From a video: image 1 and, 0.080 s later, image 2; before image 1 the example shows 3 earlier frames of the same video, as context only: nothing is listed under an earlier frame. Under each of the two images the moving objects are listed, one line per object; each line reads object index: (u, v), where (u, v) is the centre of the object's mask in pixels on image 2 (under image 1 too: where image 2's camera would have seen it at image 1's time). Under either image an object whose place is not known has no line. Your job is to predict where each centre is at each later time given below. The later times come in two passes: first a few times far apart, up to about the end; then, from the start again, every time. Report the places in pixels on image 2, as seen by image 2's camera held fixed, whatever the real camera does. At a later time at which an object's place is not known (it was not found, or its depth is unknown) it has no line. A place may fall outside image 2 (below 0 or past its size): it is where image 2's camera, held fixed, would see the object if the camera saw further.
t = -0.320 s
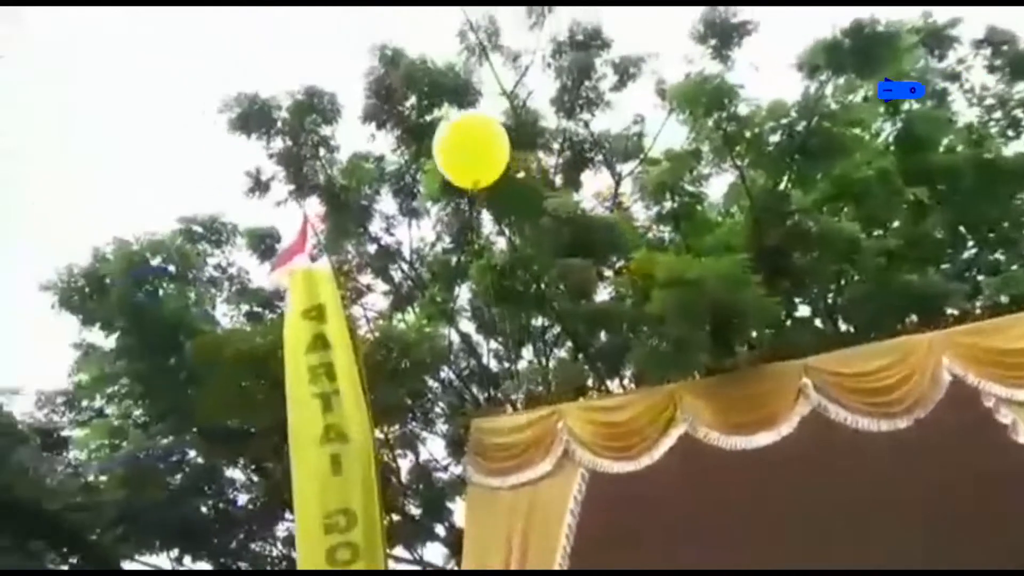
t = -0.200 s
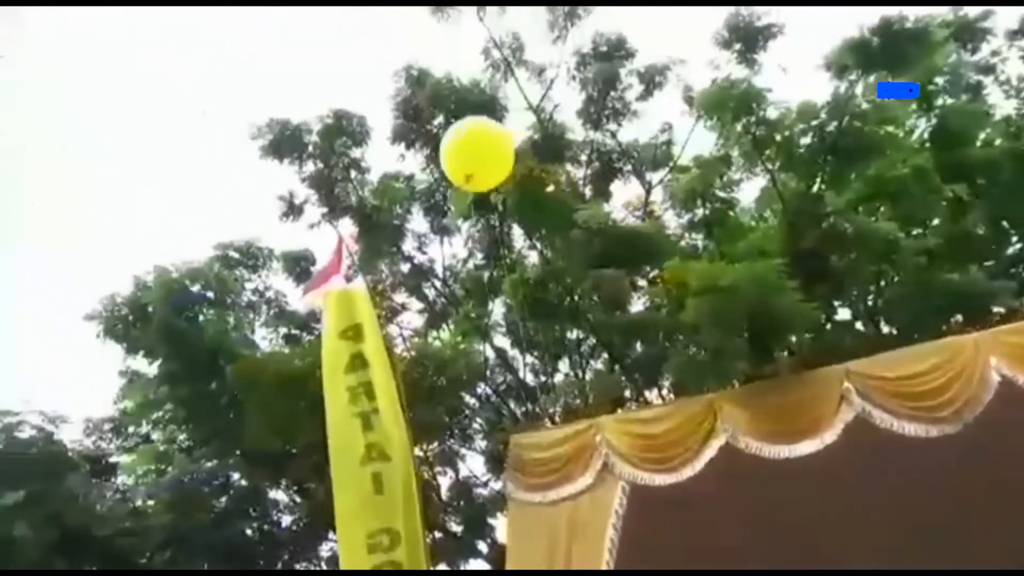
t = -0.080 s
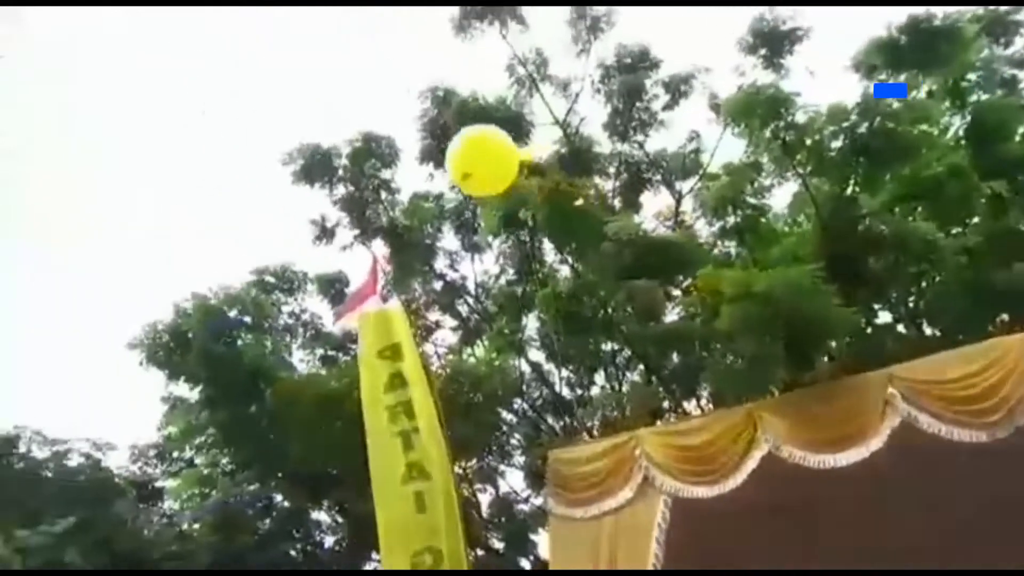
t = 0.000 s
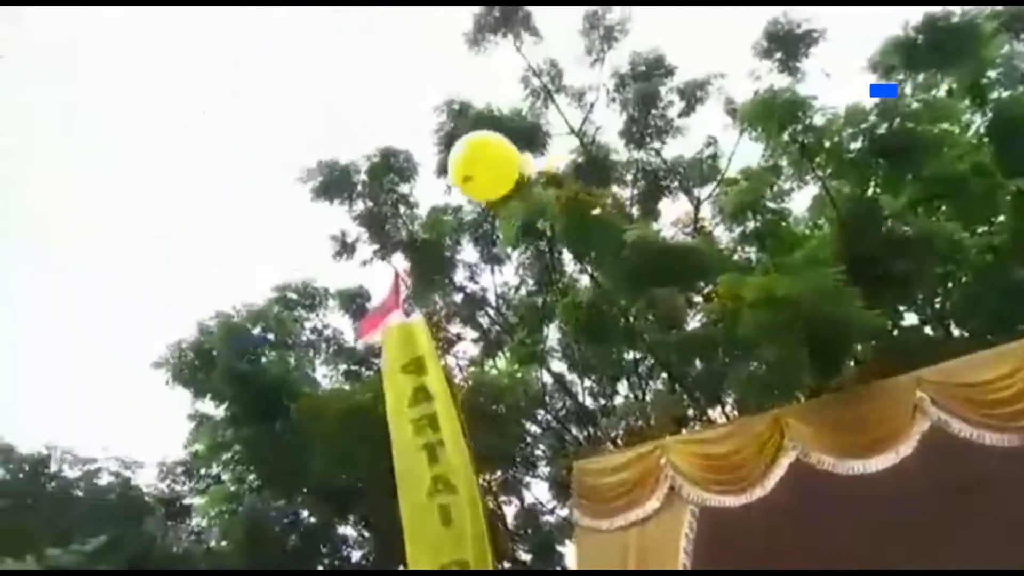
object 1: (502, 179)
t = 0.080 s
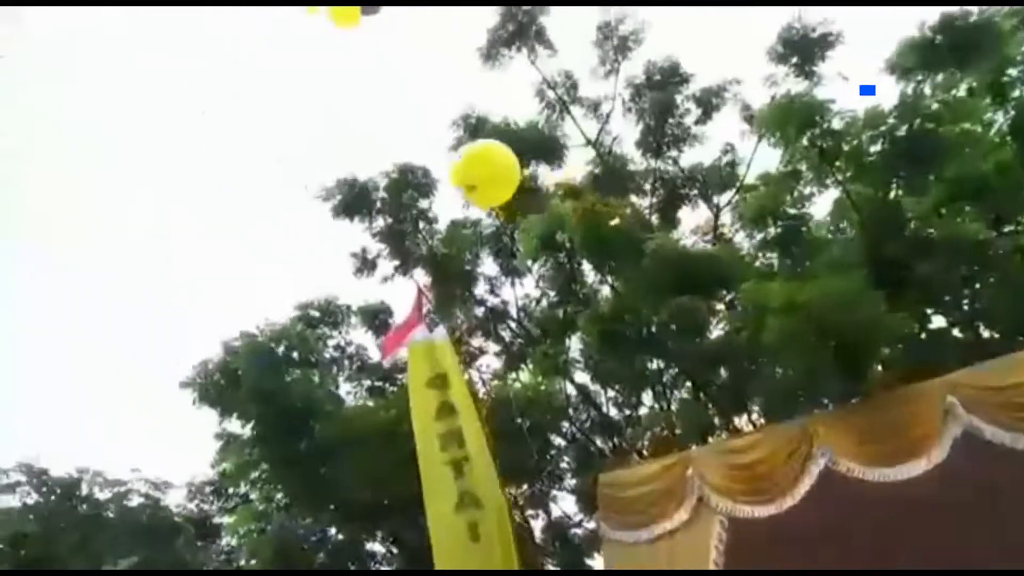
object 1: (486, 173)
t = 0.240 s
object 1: (454, 162)
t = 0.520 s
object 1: (397, 138)
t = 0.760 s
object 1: (352, 120)
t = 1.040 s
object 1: (302, 109)
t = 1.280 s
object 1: (257, 102)
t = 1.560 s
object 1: (203, 93)
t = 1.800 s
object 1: (160, 89)
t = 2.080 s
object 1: (111, 82)
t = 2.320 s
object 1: (72, 76)
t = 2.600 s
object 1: (31, 66)
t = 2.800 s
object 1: (4, 58)
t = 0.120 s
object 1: (479, 171)
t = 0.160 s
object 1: (472, 169)
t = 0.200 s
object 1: (463, 165)
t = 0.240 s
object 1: (454, 162)
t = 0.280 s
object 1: (445, 158)
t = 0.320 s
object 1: (436, 154)
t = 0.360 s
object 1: (429, 151)
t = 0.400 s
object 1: (421, 148)
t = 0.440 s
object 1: (413, 144)
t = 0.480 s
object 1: (405, 140)
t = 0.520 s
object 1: (397, 138)
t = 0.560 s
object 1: (389, 134)
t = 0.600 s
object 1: (382, 132)
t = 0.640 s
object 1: (374, 128)
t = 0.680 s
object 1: (367, 125)
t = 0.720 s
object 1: (360, 122)
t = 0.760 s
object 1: (352, 120)
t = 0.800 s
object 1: (345, 118)
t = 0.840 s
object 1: (338, 116)
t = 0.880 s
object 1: (331, 114)
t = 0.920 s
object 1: (324, 112)
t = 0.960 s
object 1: (317, 111)
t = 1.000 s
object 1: (310, 110)
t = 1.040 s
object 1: (302, 109)
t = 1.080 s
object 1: (294, 107)
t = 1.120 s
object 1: (286, 106)
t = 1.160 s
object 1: (279, 105)
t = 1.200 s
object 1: (272, 104)
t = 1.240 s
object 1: (264, 103)
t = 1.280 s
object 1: (257, 102)
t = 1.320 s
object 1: (249, 100)
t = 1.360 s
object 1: (241, 99)
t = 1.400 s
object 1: (233, 98)
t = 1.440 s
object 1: (226, 97)
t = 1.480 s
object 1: (219, 95)
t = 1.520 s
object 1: (211, 94)
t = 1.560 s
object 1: (203, 93)
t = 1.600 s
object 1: (196, 93)
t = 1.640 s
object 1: (189, 92)
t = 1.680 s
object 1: (181, 91)
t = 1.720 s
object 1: (174, 90)
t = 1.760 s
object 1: (167, 89)
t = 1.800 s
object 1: (160, 89)
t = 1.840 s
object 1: (152, 88)
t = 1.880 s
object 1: (146, 87)
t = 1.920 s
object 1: (139, 86)
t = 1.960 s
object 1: (132, 86)
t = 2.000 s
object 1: (125, 85)
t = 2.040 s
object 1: (118, 84)
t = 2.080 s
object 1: (111, 82)
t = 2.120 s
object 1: (104, 82)
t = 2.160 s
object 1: (98, 81)
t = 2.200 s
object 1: (92, 80)
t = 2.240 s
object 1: (85, 79)
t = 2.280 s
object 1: (79, 77)
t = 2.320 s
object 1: (72, 76)
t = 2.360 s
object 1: (66, 75)
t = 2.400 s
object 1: (60, 74)
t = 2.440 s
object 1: (54, 72)
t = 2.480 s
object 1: (48, 71)
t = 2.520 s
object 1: (42, 69)
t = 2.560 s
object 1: (36, 68)
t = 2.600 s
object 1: (31, 66)
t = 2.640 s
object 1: (25, 65)
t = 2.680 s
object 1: (20, 62)
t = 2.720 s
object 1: (14, 61)
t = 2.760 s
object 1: (9, 59)
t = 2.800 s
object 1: (4, 58)
